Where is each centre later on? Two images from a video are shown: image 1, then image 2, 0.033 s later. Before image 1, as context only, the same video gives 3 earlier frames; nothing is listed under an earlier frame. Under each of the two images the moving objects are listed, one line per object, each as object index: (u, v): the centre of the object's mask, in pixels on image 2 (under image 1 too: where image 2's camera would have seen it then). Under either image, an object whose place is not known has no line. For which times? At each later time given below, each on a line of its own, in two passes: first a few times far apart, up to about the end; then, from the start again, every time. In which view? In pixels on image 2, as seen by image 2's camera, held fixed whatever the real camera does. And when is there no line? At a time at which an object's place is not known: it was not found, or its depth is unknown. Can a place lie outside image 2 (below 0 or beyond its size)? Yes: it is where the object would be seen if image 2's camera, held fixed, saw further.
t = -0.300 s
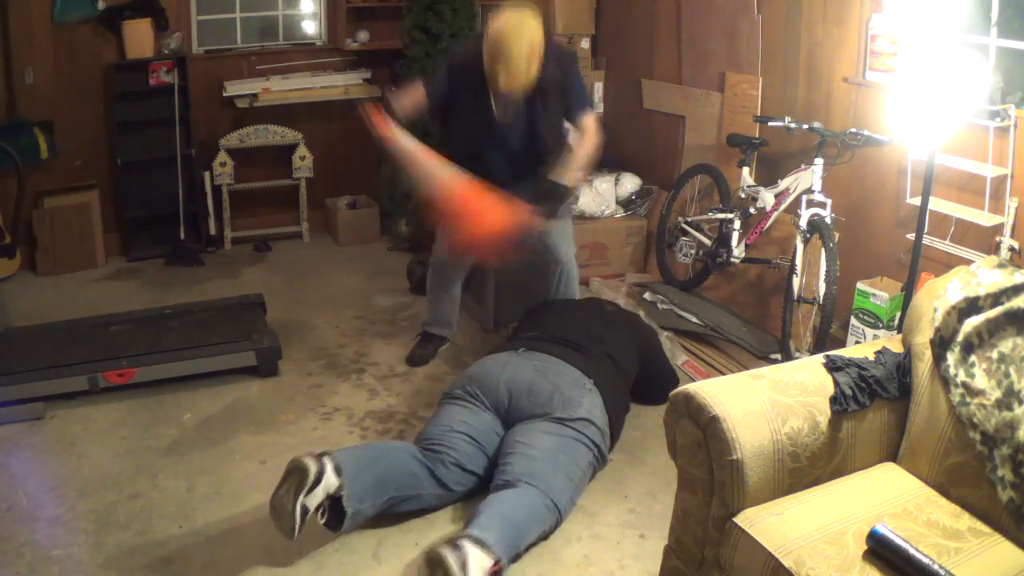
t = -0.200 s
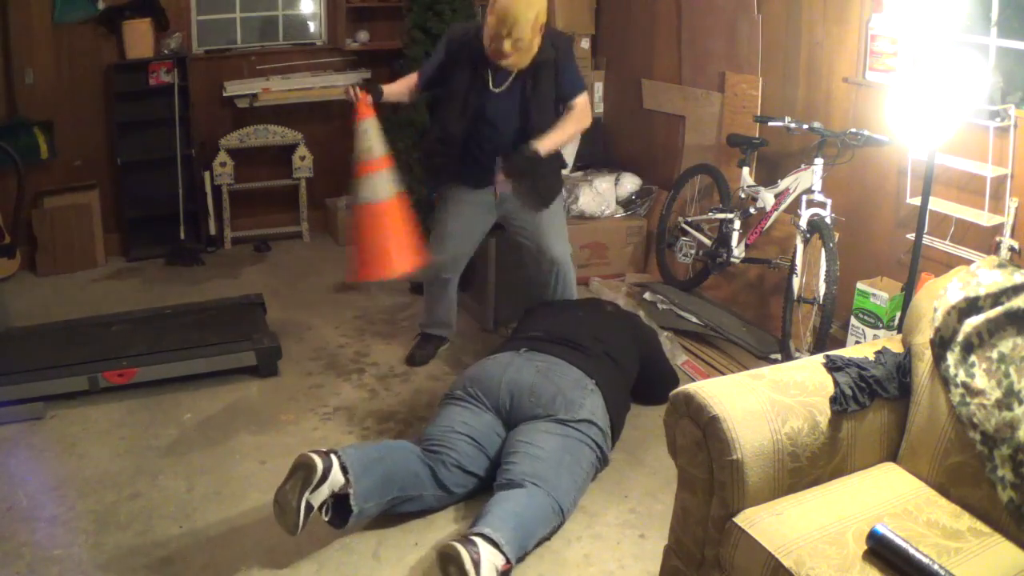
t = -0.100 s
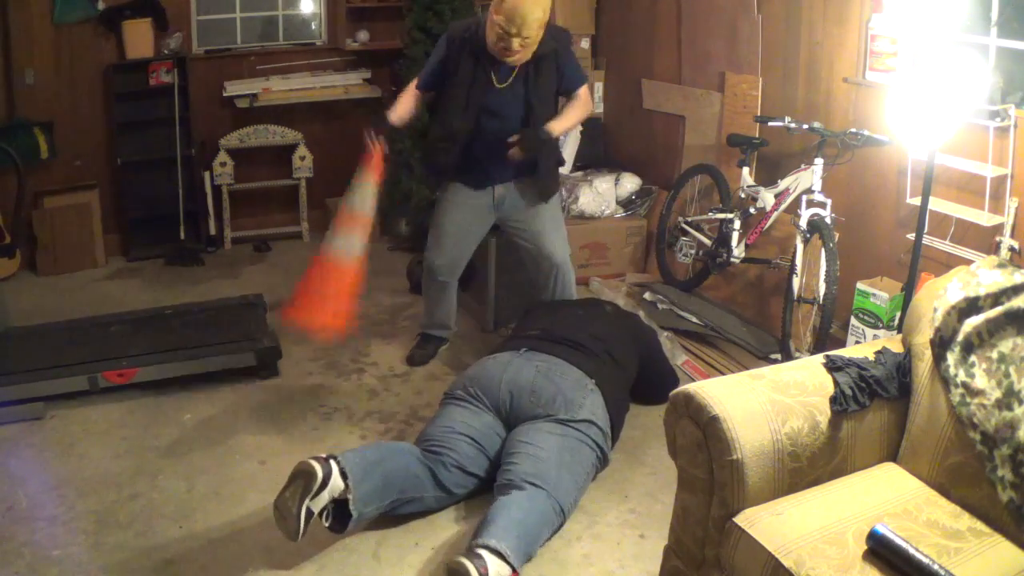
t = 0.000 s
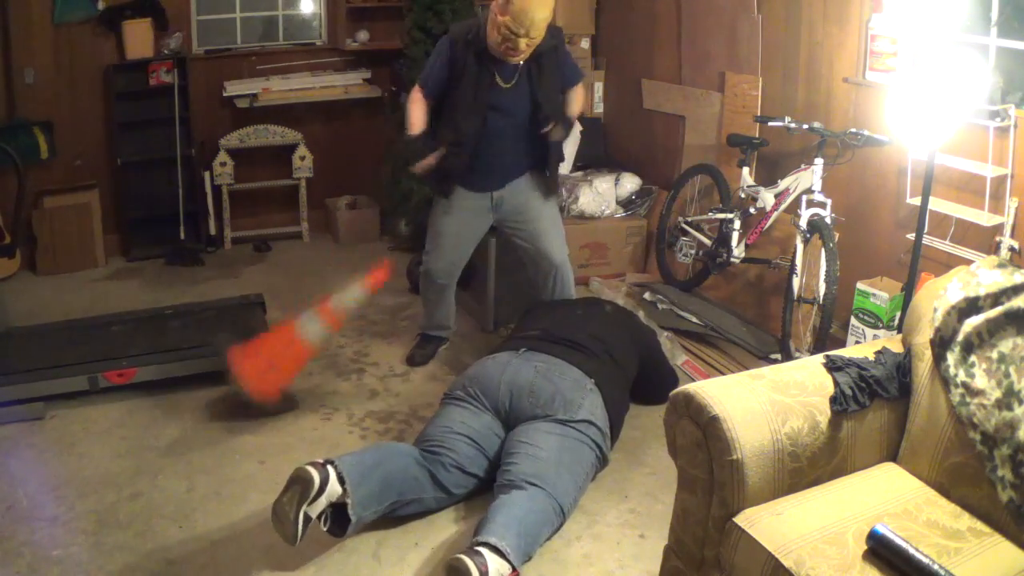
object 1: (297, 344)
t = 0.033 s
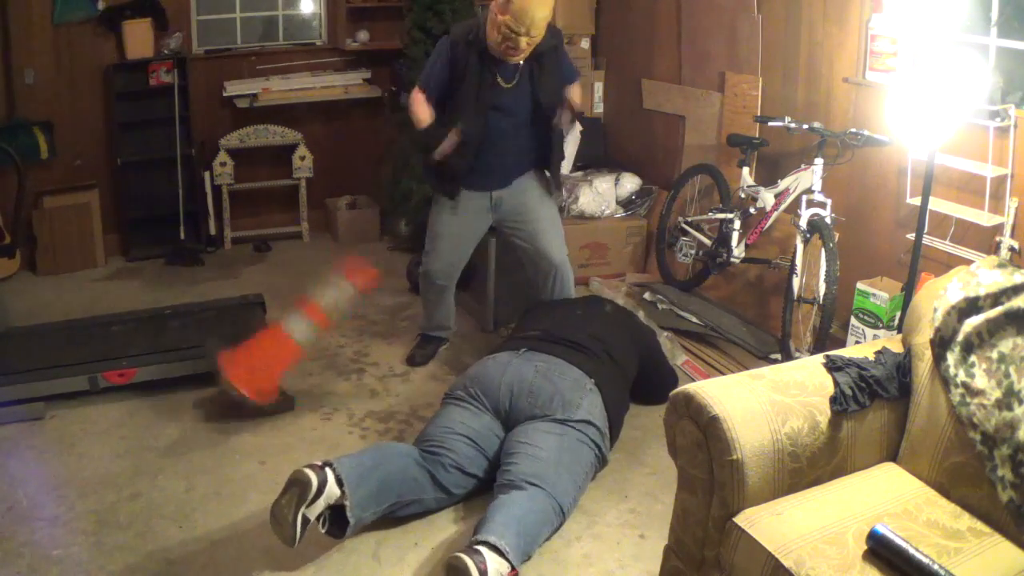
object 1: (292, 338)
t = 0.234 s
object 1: (208, 323)
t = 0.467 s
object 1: (174, 343)
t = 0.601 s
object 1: (170, 363)
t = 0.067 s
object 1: (280, 327)
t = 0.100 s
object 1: (264, 322)
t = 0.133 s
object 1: (249, 320)
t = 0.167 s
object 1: (232, 321)
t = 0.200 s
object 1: (218, 324)
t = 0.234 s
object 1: (208, 323)
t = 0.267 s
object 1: (200, 324)
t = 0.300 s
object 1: (192, 326)
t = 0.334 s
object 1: (187, 331)
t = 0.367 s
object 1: (184, 334)
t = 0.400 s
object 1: (180, 336)
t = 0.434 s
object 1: (177, 340)
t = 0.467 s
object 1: (174, 343)
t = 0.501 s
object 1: (171, 347)
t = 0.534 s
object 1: (172, 353)
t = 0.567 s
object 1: (171, 360)
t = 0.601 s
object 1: (170, 363)
